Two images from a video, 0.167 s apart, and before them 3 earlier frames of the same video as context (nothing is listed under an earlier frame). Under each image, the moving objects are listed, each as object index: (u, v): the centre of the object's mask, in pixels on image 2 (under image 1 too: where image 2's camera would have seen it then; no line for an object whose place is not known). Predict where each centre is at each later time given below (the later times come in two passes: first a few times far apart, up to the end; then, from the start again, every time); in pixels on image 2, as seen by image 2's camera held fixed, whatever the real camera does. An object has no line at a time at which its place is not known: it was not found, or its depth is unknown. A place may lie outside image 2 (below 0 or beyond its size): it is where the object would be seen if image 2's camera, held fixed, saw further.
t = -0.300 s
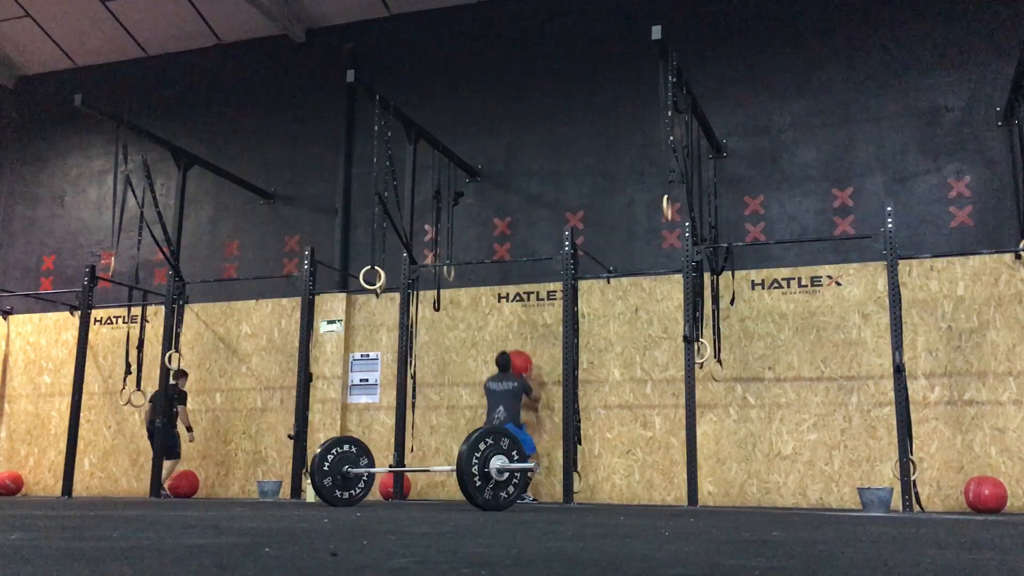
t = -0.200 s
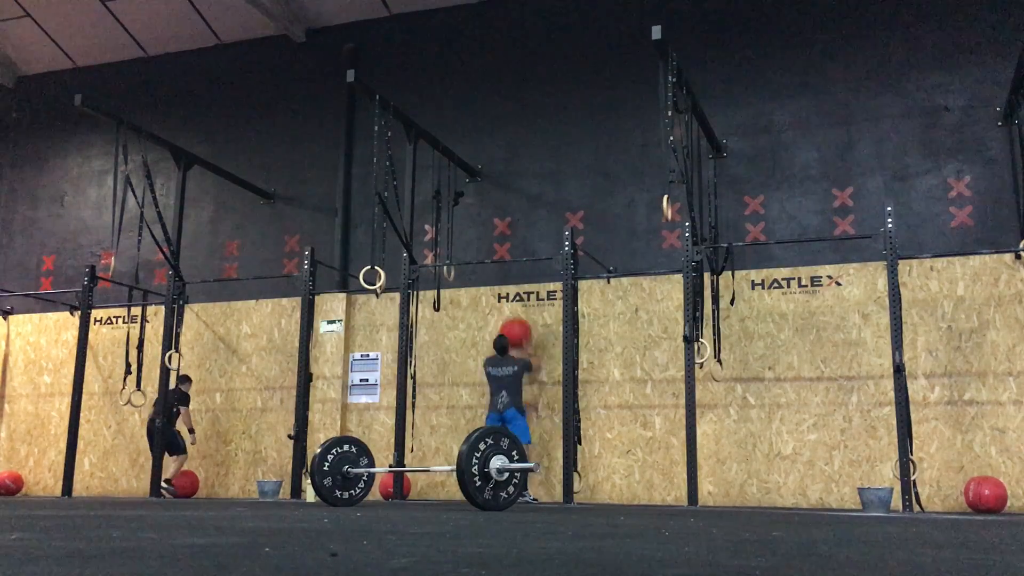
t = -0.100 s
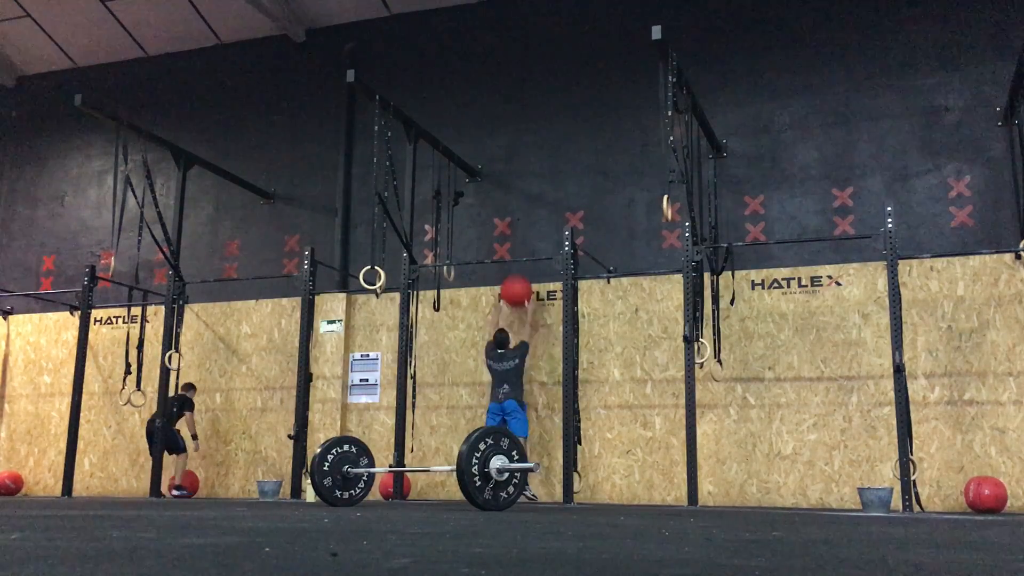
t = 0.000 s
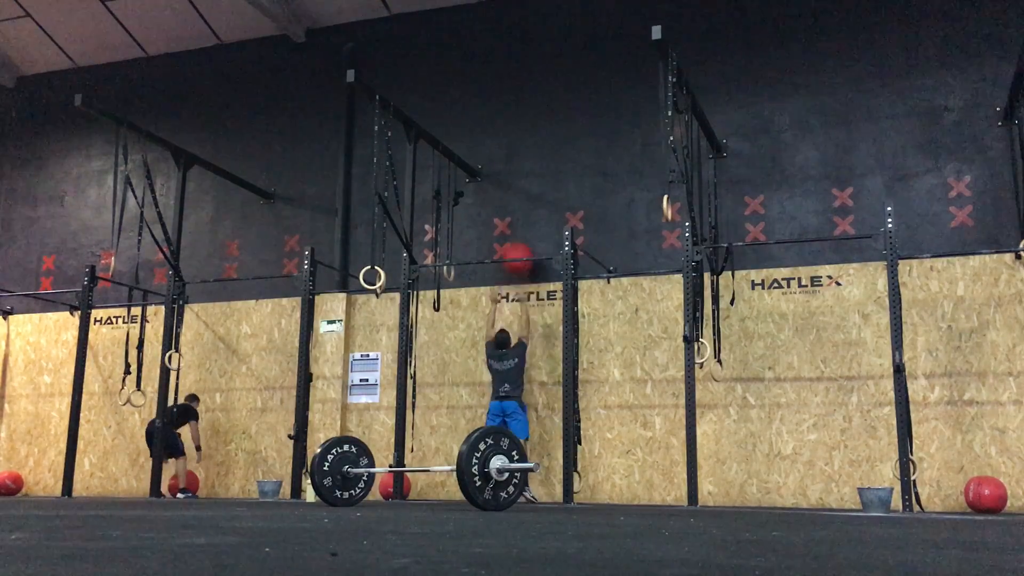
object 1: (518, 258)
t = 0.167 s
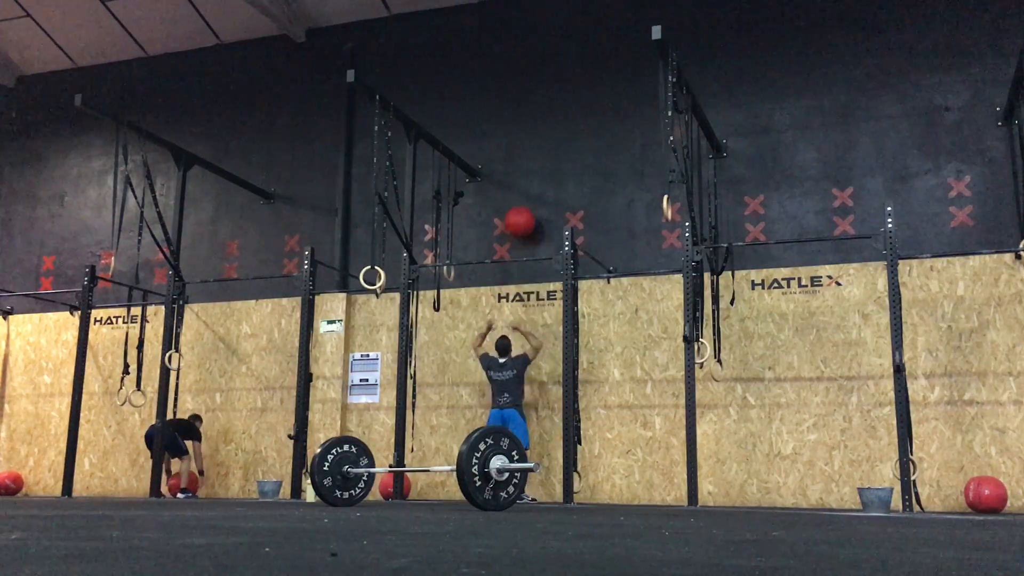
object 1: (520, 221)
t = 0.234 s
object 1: (520, 214)
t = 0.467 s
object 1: (518, 212)
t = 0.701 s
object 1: (513, 253)
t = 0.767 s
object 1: (512, 275)
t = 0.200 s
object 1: (520, 218)
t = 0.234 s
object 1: (520, 214)
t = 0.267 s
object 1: (520, 211)
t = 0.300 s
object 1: (520, 211)
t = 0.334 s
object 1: (520, 210)
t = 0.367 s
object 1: (519, 209)
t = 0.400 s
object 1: (519, 209)
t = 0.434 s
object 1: (518, 210)
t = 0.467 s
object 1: (518, 212)
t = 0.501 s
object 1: (517, 215)
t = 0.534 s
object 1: (517, 219)
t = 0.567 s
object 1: (516, 224)
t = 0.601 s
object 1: (515, 229)
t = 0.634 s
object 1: (514, 236)
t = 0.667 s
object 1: (514, 244)
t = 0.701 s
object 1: (513, 253)
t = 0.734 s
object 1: (512, 263)
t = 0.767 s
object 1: (512, 275)
